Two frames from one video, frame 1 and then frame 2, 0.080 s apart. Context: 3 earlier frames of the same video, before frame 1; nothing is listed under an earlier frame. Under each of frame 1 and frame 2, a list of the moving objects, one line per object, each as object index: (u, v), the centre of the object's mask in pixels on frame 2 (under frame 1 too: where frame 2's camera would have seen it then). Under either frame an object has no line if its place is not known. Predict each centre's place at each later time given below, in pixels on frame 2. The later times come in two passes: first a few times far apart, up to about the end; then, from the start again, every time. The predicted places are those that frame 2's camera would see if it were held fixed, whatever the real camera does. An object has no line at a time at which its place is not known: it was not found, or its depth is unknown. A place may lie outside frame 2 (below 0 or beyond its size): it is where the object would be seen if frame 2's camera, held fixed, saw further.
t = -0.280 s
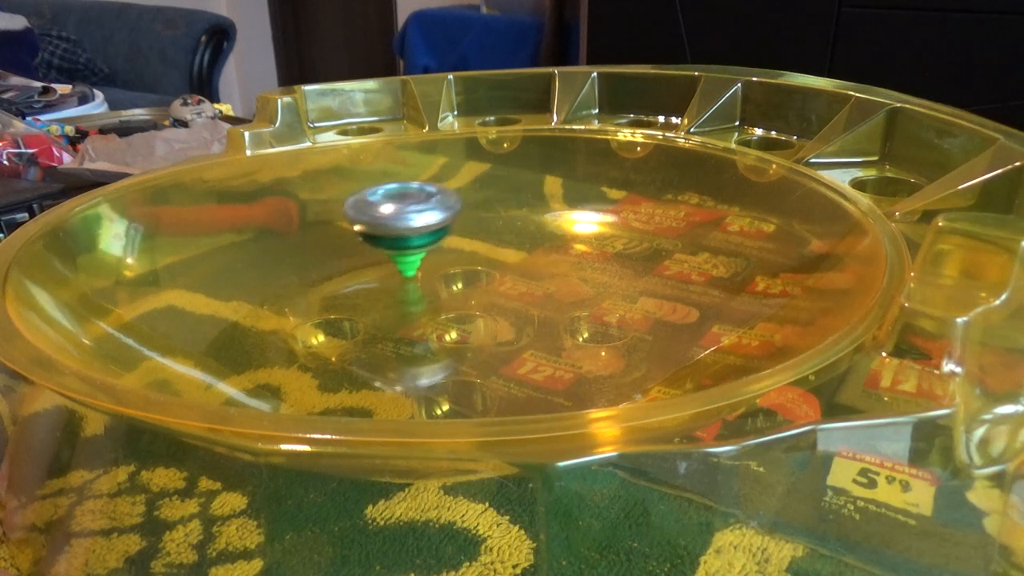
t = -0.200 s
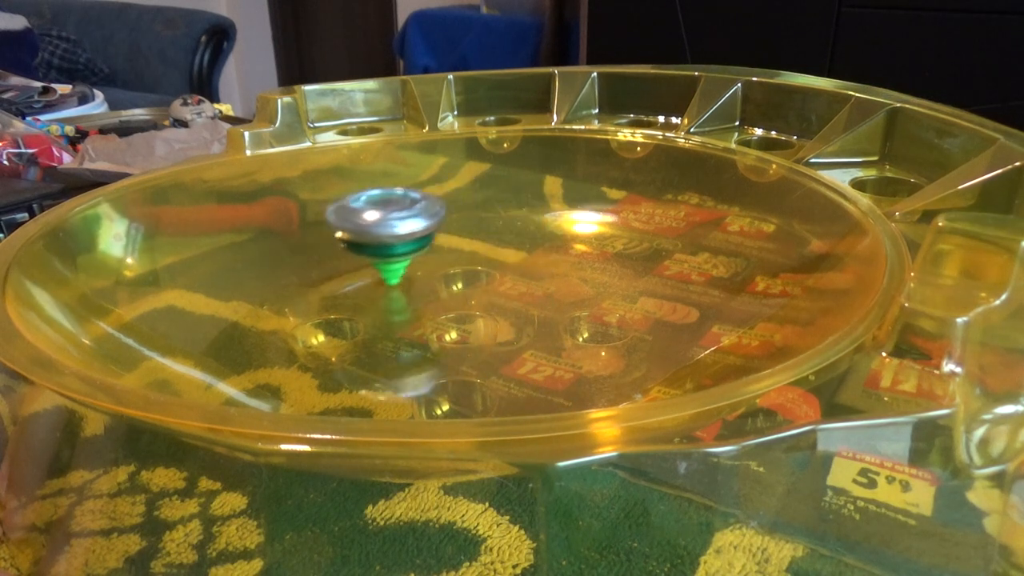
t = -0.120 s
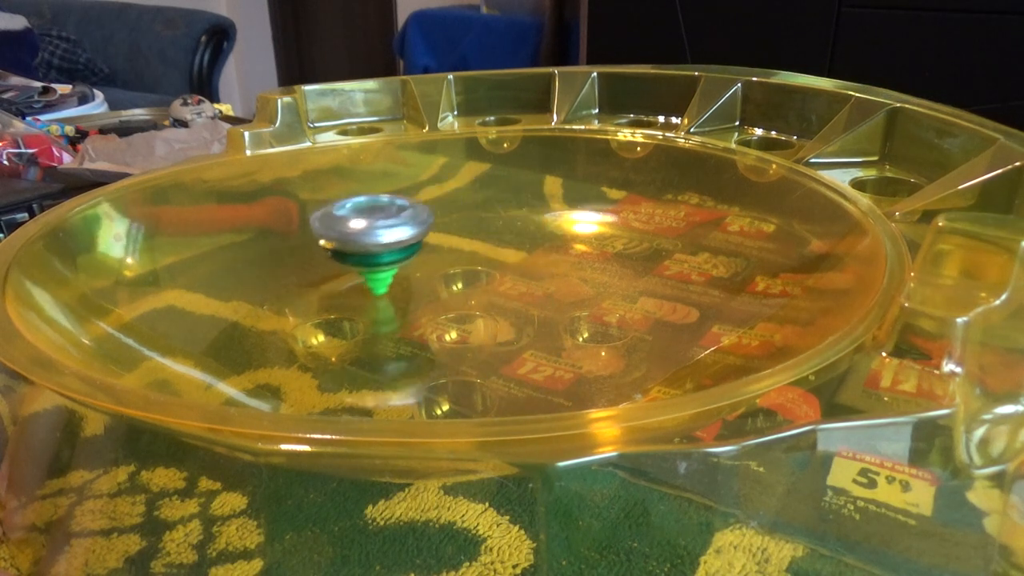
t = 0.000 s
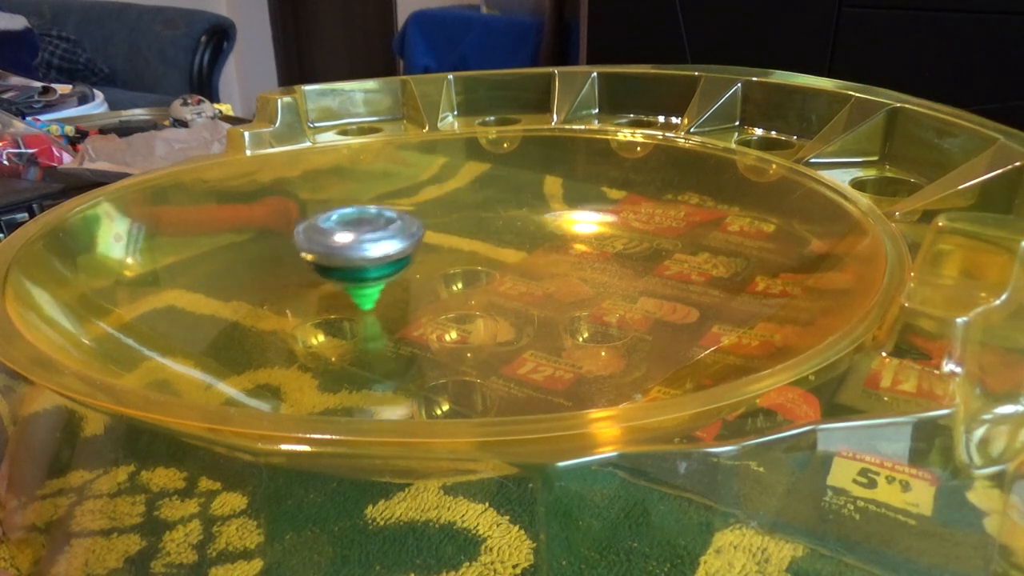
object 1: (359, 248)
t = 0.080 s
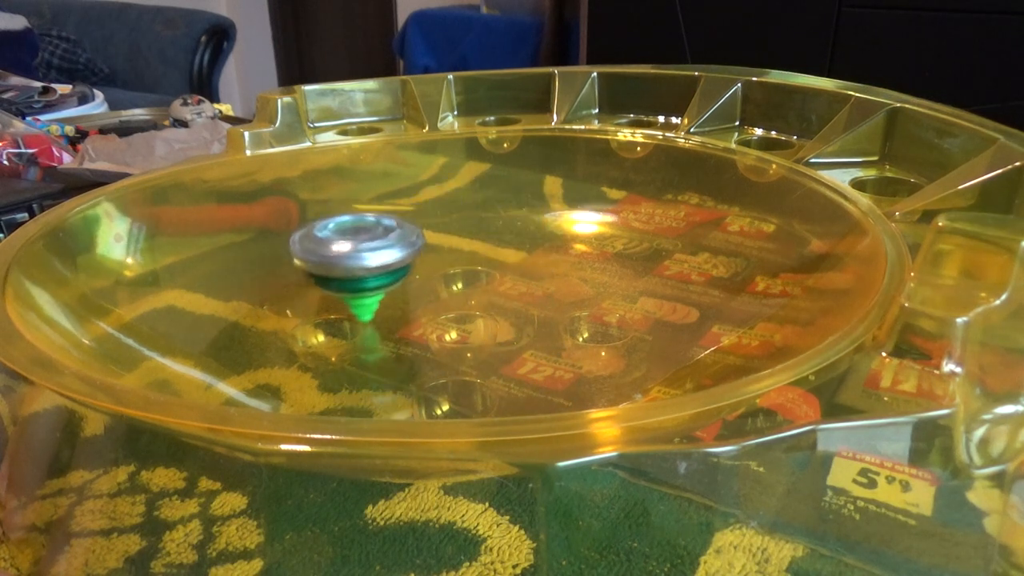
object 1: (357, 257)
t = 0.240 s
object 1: (372, 272)
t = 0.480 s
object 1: (425, 281)
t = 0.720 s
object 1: (489, 272)
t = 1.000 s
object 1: (526, 243)
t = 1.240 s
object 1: (493, 215)
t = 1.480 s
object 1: (428, 205)
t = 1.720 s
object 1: (373, 211)
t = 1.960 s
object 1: (345, 227)
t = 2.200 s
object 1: (348, 245)
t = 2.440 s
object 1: (389, 260)
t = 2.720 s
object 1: (472, 261)
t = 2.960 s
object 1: (528, 248)
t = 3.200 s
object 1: (534, 228)
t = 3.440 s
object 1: (488, 217)
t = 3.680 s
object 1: (429, 221)
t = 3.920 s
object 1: (379, 233)
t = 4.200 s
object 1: (350, 251)
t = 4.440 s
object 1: (368, 264)
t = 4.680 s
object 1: (423, 264)
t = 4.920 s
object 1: (476, 250)
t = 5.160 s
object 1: (502, 229)
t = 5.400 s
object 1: (488, 213)
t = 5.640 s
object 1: (448, 208)
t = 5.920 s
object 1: (402, 219)
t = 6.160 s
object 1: (376, 236)
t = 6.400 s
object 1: (379, 256)
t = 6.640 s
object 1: (418, 269)
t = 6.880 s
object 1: (475, 268)
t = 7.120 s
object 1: (517, 253)
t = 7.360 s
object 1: (521, 232)
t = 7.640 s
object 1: (481, 218)
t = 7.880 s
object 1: (432, 216)
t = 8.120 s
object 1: (391, 223)
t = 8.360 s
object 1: (367, 236)
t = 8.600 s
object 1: (376, 251)
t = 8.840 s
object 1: (422, 259)
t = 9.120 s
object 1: (487, 253)
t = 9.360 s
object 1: (517, 237)
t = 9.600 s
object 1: (506, 223)
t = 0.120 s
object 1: (358, 261)
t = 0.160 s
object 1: (361, 265)
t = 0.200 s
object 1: (366, 269)
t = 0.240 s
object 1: (372, 272)
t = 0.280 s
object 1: (379, 275)
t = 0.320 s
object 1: (387, 277)
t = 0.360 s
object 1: (396, 278)
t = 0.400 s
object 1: (405, 280)
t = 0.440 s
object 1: (415, 281)
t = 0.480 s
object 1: (425, 281)
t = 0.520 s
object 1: (437, 281)
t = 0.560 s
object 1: (447, 280)
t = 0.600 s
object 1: (459, 279)
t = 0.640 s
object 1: (470, 277)
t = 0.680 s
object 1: (480, 275)
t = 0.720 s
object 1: (489, 272)
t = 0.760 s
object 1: (498, 269)
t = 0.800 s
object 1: (507, 265)
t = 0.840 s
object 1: (513, 261)
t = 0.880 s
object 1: (519, 257)
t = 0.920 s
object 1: (522, 252)
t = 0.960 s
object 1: (525, 248)
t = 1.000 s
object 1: (526, 243)
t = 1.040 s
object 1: (525, 237)
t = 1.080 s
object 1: (522, 232)
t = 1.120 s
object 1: (518, 228)
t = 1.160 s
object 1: (511, 223)
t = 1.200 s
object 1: (503, 219)
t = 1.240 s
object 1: (493, 215)
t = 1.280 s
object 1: (482, 212)
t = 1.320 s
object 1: (470, 210)
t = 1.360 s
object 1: (459, 208)
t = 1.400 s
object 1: (448, 206)
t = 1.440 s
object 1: (438, 205)
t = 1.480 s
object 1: (428, 205)
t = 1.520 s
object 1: (420, 204)
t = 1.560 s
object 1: (411, 204)
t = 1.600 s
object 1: (401, 205)
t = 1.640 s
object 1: (392, 207)
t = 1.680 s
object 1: (382, 209)
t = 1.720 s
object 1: (373, 211)
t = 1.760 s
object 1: (365, 214)
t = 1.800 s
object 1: (358, 217)
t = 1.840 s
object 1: (354, 219)
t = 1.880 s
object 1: (350, 222)
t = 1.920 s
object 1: (348, 224)
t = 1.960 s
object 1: (345, 227)
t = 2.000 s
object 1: (343, 229)
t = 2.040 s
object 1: (343, 232)
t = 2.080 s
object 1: (343, 235)
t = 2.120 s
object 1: (344, 238)
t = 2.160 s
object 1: (345, 241)
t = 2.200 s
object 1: (348, 245)
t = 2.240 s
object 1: (352, 248)
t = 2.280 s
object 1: (357, 251)
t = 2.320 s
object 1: (363, 253)
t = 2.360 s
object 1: (371, 256)
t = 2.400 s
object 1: (380, 258)
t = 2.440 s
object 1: (389, 260)
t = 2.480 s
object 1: (400, 261)
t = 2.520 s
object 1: (411, 262)
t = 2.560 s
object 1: (423, 263)
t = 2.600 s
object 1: (436, 263)
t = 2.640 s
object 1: (448, 263)
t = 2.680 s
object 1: (460, 262)
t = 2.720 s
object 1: (472, 261)
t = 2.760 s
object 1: (484, 260)
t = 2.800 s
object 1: (495, 258)
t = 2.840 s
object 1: (505, 256)
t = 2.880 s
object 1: (514, 254)
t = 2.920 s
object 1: (521, 251)
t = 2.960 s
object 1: (528, 248)
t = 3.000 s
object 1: (533, 245)
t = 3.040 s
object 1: (537, 242)
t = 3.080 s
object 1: (540, 238)
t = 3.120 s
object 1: (540, 234)
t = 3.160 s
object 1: (538, 231)
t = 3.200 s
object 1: (534, 228)
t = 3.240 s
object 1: (529, 225)
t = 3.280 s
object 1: (522, 223)
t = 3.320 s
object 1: (515, 221)
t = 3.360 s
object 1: (506, 219)
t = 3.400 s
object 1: (497, 218)
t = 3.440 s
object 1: (488, 217)
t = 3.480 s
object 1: (479, 217)
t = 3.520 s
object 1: (468, 217)
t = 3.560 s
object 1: (458, 217)
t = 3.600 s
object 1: (449, 218)
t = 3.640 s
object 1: (439, 219)
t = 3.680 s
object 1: (429, 221)
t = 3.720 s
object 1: (420, 222)
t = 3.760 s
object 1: (411, 224)
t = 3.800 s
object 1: (402, 226)
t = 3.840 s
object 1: (394, 228)
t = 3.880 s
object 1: (386, 230)
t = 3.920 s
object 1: (379, 233)
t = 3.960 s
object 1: (373, 235)
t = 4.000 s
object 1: (368, 238)
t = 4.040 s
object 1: (362, 241)
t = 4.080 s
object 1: (358, 243)
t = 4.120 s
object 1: (355, 246)
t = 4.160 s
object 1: (352, 249)
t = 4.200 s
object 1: (350, 251)
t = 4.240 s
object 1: (350, 254)
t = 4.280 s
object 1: (351, 256)
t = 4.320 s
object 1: (353, 259)
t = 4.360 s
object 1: (356, 261)
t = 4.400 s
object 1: (361, 263)
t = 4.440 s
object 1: (368, 264)
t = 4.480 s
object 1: (375, 266)
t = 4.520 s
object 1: (383, 266)
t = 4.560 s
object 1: (392, 267)
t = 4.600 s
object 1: (402, 266)
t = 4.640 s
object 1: (413, 265)
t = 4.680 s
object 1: (423, 264)
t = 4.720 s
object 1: (433, 262)
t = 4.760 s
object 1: (443, 260)
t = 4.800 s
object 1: (452, 258)
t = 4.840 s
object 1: (461, 256)
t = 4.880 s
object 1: (469, 253)
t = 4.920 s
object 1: (476, 250)
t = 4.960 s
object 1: (483, 247)
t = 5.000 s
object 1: (489, 244)
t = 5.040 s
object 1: (494, 240)
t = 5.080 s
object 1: (498, 236)
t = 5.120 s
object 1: (501, 233)
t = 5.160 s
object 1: (502, 229)
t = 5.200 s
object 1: (503, 226)
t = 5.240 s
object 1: (502, 223)
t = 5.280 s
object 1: (500, 220)
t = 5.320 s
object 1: (497, 217)
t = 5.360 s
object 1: (493, 215)
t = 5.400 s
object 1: (488, 213)
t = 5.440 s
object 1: (482, 211)
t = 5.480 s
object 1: (475, 210)
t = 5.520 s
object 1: (469, 209)
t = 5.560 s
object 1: (462, 209)
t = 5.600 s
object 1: (456, 208)
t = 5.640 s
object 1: (448, 208)
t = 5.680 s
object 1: (441, 209)
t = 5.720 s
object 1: (434, 210)
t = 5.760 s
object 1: (428, 211)
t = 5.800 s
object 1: (421, 212)
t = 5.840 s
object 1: (415, 214)
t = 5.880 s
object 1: (408, 217)
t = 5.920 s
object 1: (402, 219)
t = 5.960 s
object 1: (396, 222)
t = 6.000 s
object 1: (391, 224)
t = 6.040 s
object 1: (387, 227)
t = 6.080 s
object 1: (383, 230)
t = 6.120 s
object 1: (379, 233)
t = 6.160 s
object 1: (376, 236)
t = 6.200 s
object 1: (374, 240)
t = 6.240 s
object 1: (373, 243)
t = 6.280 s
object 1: (374, 247)
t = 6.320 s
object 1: (374, 250)
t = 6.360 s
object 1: (376, 253)
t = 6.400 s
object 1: (379, 256)
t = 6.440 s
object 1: (383, 259)
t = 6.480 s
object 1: (388, 262)
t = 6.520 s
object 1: (394, 264)
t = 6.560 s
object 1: (401, 266)
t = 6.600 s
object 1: (409, 268)
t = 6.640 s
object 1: (418, 269)
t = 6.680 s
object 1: (427, 270)
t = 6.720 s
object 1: (437, 270)
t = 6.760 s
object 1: (446, 270)
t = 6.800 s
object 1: (456, 270)
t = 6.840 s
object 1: (465, 269)
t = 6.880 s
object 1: (475, 268)
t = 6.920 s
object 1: (484, 266)
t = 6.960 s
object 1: (492, 264)
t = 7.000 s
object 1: (500, 262)
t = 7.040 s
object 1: (507, 260)
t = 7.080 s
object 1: (512, 256)
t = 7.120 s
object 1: (517, 253)
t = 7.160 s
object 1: (521, 250)
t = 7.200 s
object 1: (524, 247)
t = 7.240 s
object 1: (525, 243)
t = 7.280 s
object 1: (525, 239)
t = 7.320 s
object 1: (524, 236)
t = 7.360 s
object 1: (521, 232)
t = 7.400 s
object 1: (518, 230)
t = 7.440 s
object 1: (513, 227)
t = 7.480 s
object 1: (508, 224)
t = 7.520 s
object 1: (502, 222)
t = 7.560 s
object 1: (495, 220)
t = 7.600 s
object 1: (488, 219)
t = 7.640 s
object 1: (481, 218)
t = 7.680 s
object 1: (473, 216)
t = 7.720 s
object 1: (465, 216)
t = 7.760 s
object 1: (457, 215)
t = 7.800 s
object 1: (448, 215)
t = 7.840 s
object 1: (440, 215)
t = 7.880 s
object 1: (432, 216)
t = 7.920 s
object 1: (424, 217)
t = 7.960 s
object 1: (416, 217)
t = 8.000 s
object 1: (409, 218)
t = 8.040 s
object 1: (403, 220)
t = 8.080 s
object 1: (396, 221)
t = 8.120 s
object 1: (391, 223)
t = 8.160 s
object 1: (385, 225)
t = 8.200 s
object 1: (380, 227)
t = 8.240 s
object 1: (375, 229)
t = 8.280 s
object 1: (372, 231)
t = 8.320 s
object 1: (369, 233)
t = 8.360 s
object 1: (367, 236)
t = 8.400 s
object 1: (366, 239)
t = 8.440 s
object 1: (366, 241)
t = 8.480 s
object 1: (367, 244)
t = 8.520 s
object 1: (369, 246)
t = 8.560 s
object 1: (372, 249)
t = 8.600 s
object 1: (376, 251)
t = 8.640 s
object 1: (382, 253)
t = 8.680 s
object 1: (388, 255)
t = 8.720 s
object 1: (395, 256)
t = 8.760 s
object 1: (403, 257)
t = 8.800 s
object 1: (412, 259)
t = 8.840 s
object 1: (422, 259)
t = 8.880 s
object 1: (432, 259)
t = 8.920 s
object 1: (441, 259)
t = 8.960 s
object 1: (451, 258)
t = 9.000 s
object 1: (461, 257)
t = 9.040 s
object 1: (470, 256)
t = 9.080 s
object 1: (479, 255)
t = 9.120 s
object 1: (487, 253)
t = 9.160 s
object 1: (494, 251)
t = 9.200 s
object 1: (501, 248)
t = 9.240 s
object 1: (507, 245)
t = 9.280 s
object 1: (511, 243)
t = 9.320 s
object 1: (515, 240)
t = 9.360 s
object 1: (517, 237)
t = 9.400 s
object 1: (518, 234)
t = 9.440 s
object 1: (517, 231)
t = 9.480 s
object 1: (515, 229)
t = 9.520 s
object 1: (513, 227)
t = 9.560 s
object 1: (510, 225)
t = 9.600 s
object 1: (506, 223)
